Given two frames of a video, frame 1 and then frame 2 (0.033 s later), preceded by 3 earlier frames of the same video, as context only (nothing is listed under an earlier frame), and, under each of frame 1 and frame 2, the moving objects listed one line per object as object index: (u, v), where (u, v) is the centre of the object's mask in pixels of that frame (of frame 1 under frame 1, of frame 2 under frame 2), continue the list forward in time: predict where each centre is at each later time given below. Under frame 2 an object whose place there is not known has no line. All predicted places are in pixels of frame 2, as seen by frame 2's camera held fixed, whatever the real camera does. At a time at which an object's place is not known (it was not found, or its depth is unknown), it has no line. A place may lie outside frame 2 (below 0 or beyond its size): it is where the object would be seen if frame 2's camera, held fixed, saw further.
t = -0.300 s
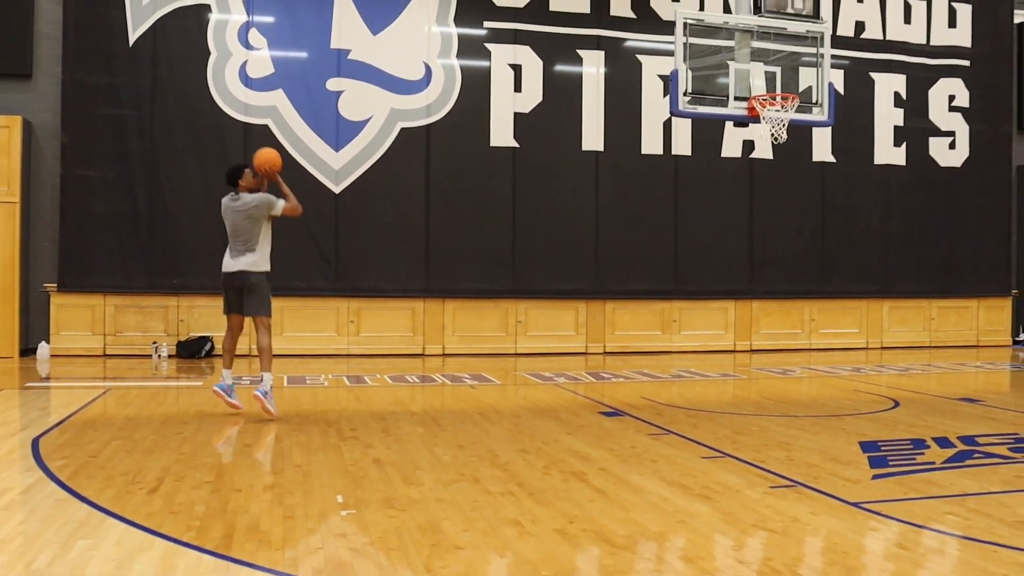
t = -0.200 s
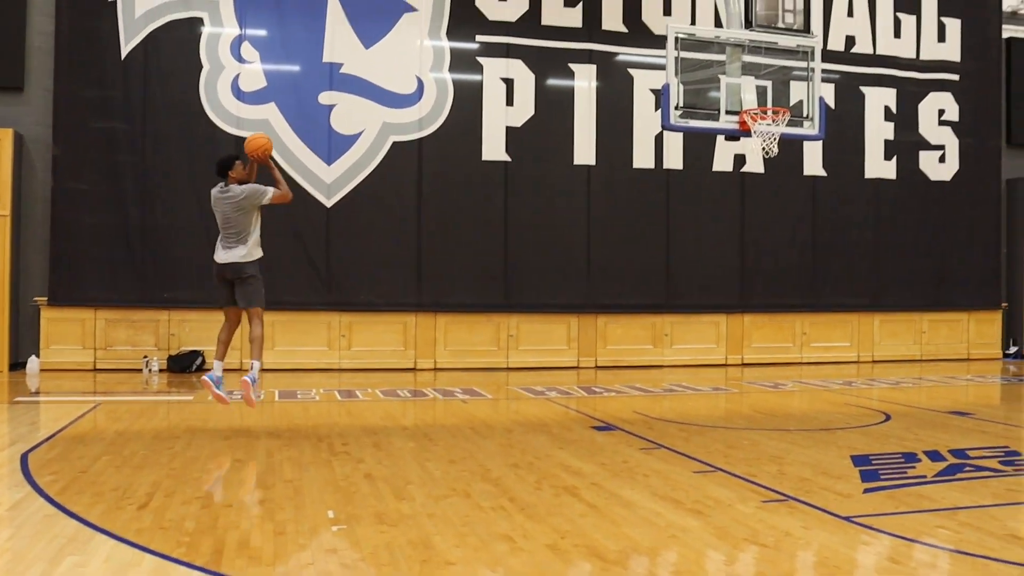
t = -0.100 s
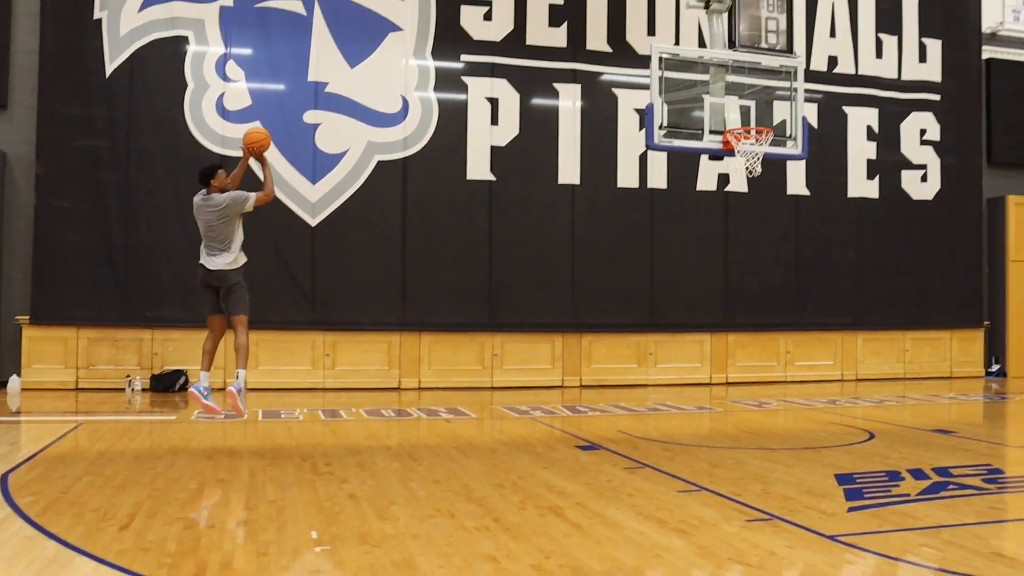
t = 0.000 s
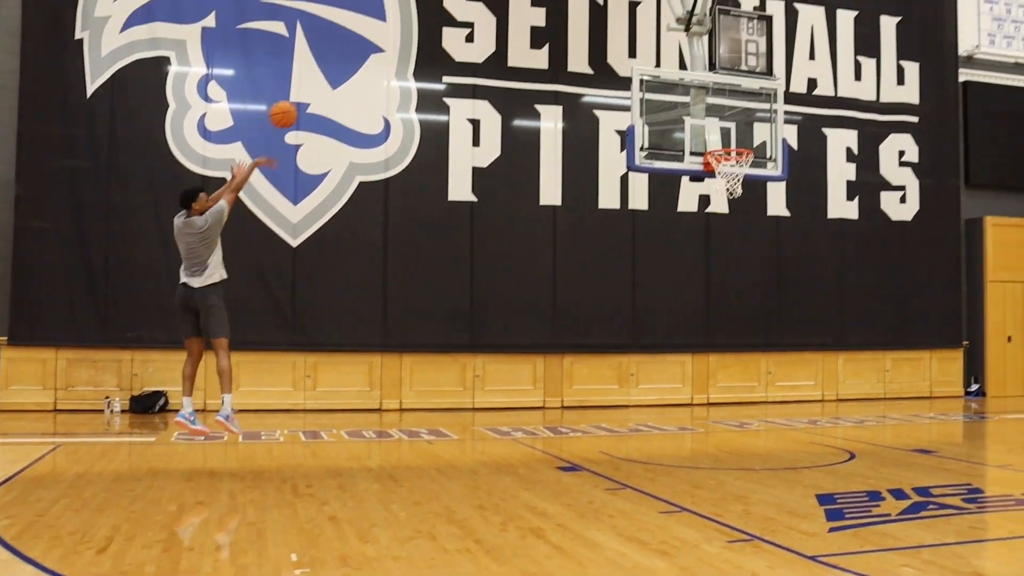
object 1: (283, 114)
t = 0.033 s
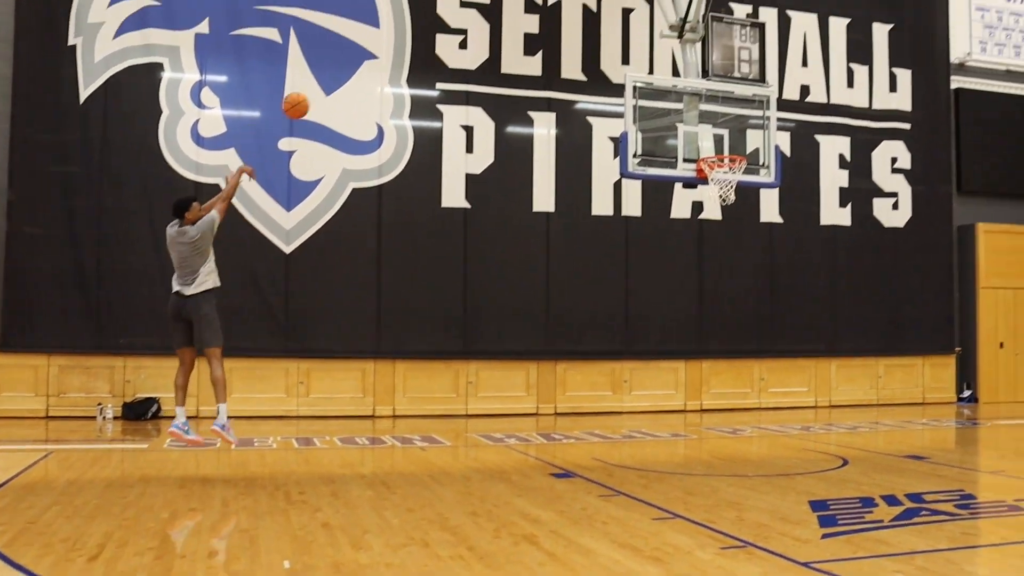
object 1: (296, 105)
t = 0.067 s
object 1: (316, 90)
